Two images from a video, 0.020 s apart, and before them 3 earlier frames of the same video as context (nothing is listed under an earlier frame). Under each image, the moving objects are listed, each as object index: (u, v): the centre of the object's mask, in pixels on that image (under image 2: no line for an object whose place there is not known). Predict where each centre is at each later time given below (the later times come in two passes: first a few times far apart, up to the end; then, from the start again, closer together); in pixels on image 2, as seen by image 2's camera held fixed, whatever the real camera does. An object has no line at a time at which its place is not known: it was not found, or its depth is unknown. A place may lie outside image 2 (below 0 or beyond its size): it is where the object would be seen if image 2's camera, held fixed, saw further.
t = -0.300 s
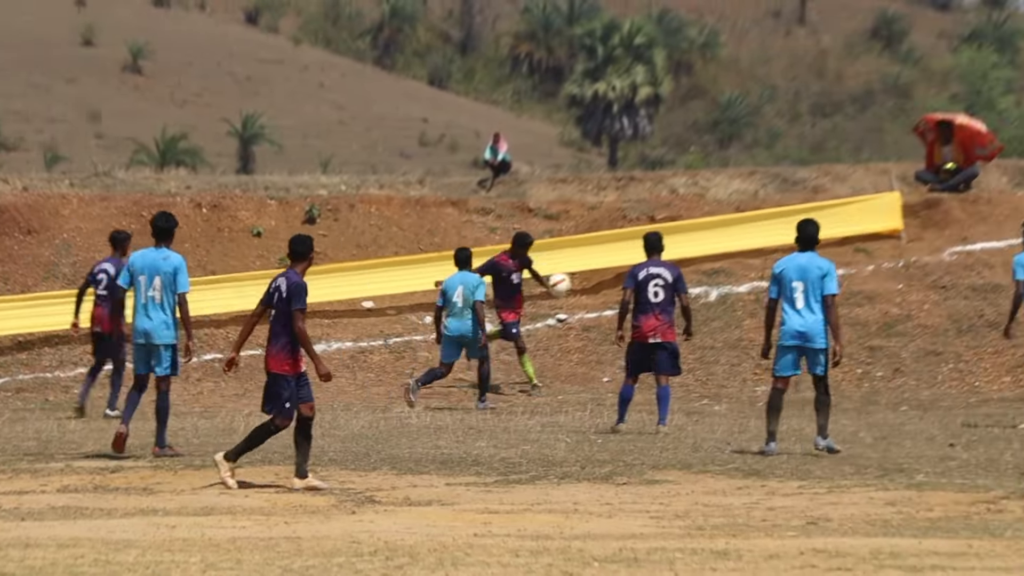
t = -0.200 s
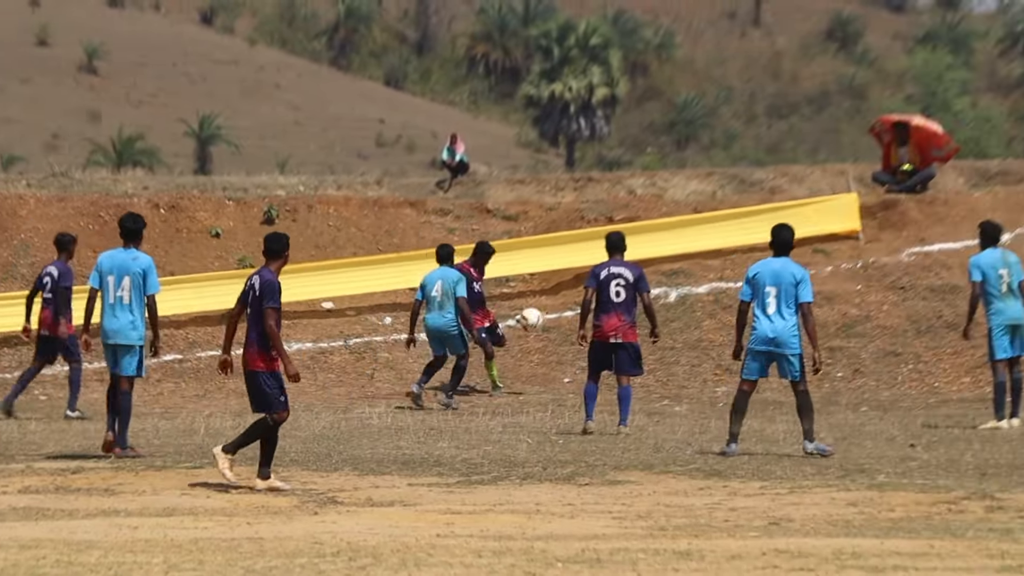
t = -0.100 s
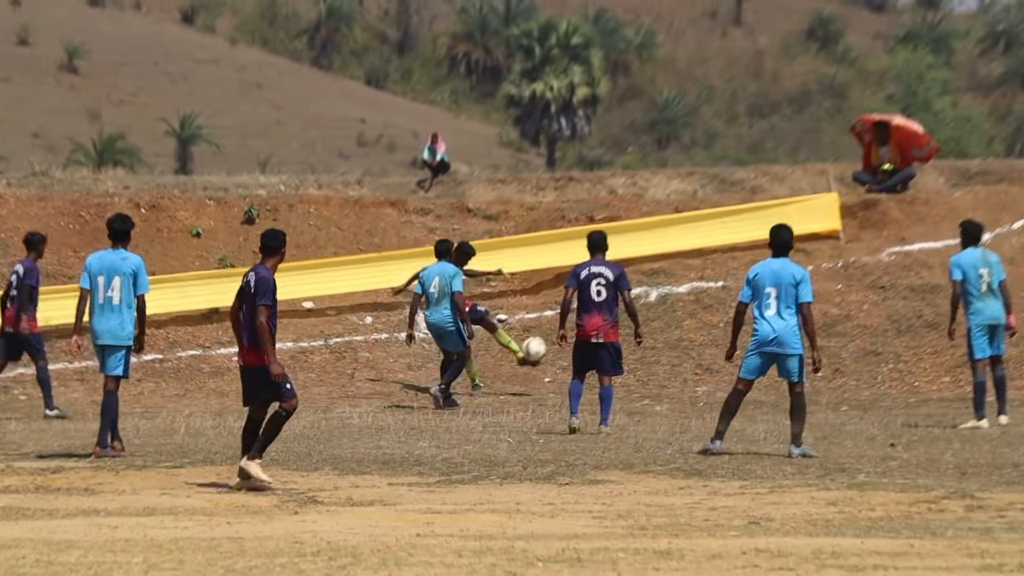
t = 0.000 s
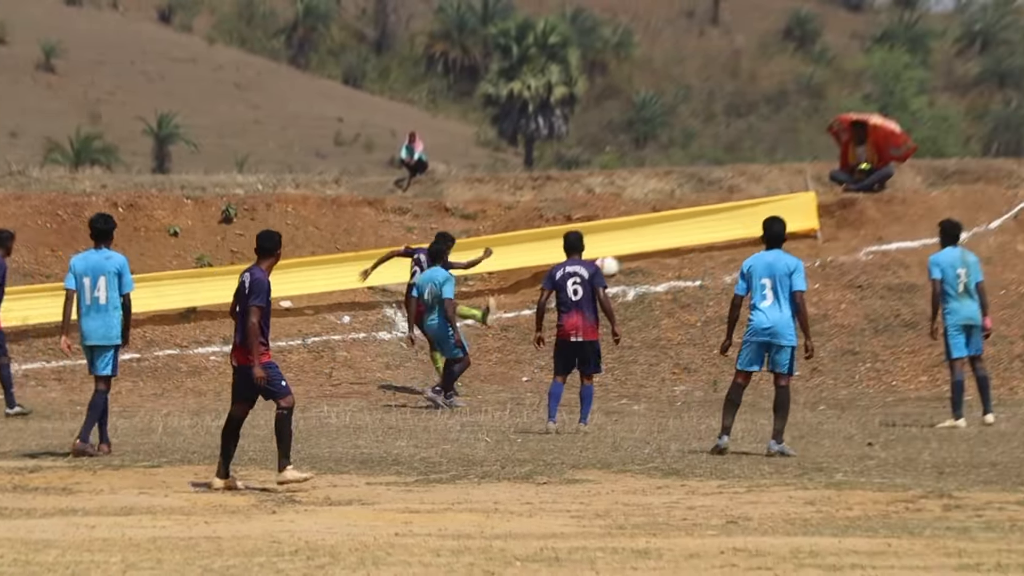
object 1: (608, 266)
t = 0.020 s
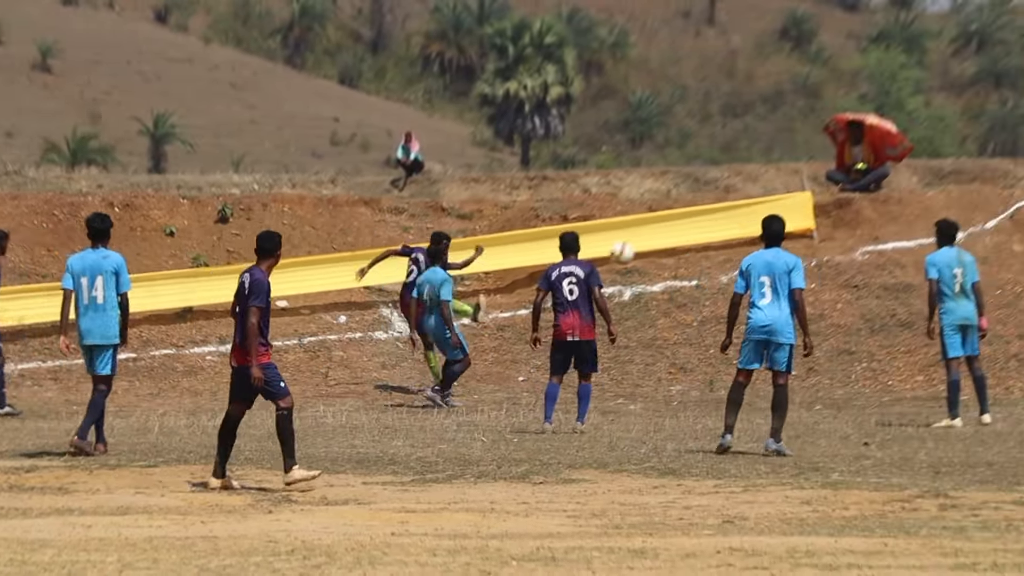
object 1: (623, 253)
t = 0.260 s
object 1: (883, 111)
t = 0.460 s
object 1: (1151, 27)
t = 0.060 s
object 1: (662, 224)
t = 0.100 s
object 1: (704, 197)
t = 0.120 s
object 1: (725, 184)
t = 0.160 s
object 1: (768, 162)
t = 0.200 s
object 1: (813, 141)
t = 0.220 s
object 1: (835, 131)
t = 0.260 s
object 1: (883, 111)
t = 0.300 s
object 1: (931, 94)
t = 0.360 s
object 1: (1007, 71)
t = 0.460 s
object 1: (1151, 27)
